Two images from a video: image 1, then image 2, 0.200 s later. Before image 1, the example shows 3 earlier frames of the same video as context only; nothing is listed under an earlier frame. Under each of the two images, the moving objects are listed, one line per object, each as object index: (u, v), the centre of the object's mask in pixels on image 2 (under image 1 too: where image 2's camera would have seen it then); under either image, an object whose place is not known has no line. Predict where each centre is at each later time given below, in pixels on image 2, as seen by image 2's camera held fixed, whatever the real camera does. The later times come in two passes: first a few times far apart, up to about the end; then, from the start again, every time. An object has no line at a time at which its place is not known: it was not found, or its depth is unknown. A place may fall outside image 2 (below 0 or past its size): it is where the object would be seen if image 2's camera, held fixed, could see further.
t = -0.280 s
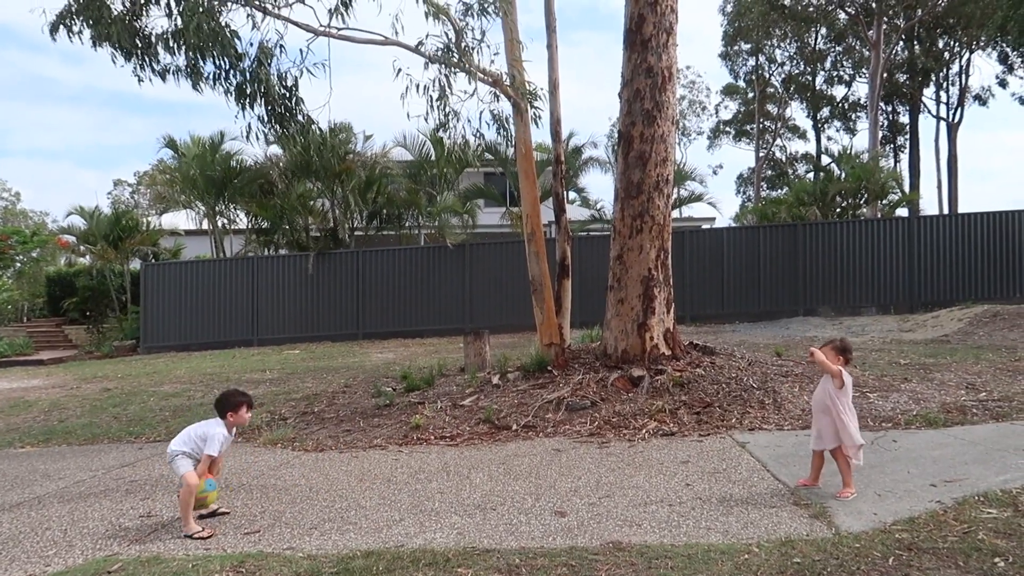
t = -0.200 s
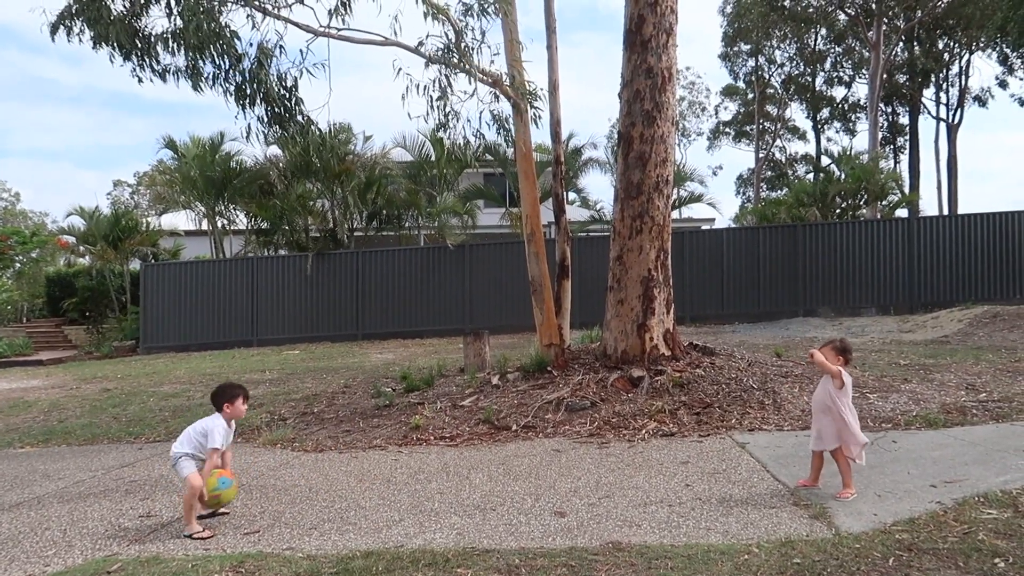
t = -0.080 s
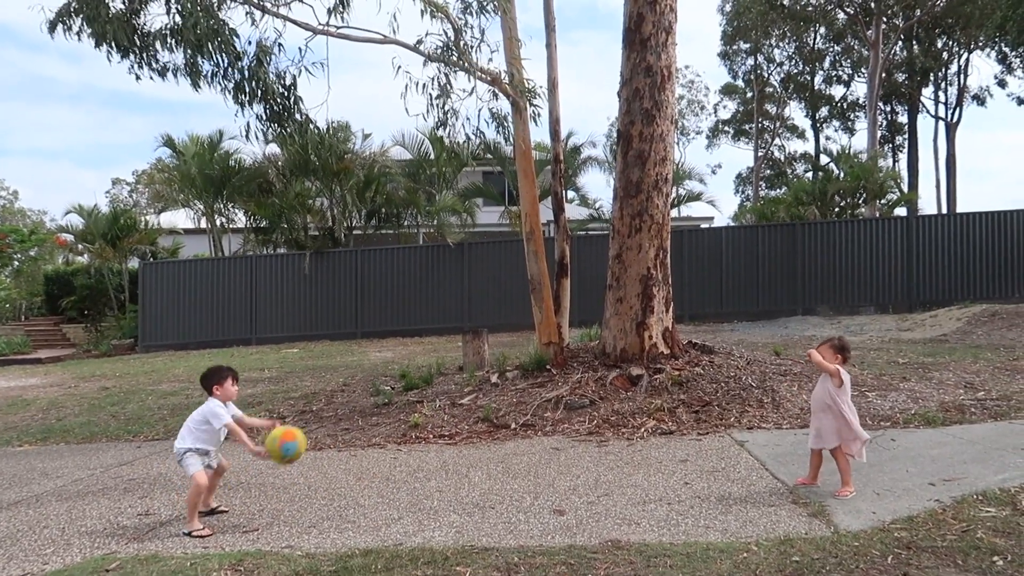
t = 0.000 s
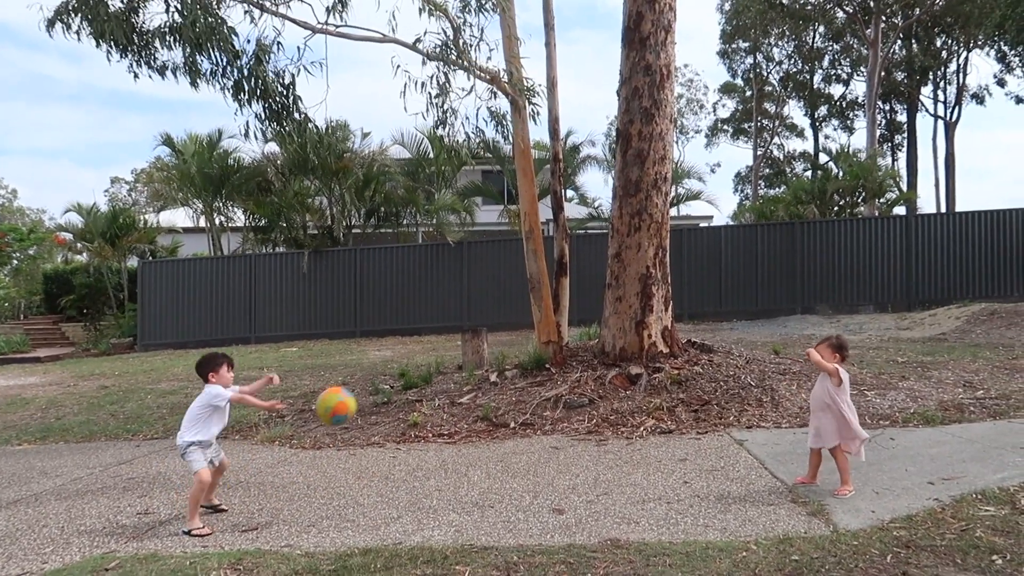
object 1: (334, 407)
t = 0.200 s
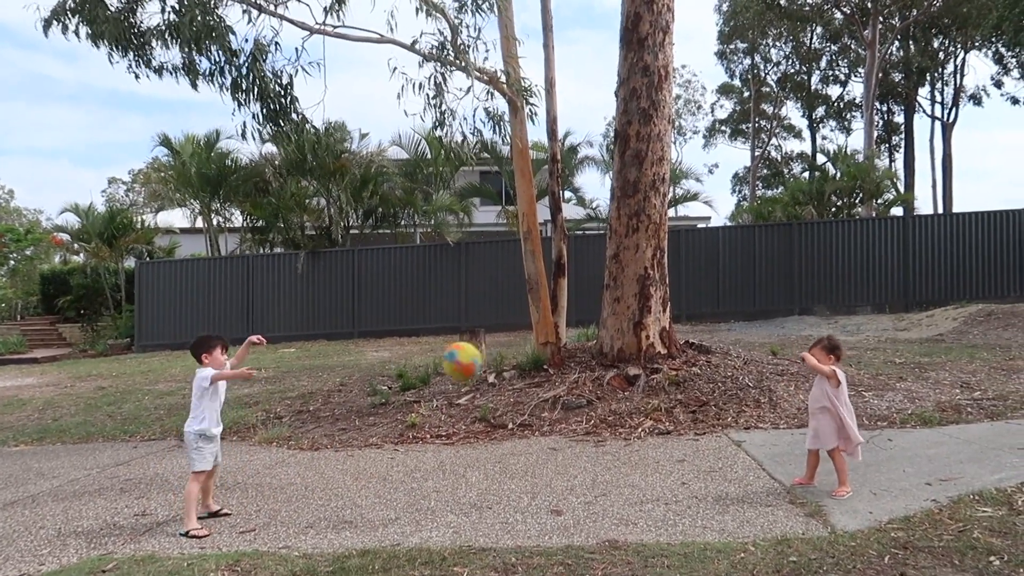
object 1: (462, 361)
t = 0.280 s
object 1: (513, 362)
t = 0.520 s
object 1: (666, 430)
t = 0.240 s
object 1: (487, 361)
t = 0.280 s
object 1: (513, 362)
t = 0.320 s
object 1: (538, 367)
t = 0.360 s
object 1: (564, 374)
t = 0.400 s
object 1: (589, 385)
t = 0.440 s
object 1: (614, 397)
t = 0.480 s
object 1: (640, 412)
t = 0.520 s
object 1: (666, 430)
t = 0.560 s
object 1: (691, 451)
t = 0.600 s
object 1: (717, 475)
